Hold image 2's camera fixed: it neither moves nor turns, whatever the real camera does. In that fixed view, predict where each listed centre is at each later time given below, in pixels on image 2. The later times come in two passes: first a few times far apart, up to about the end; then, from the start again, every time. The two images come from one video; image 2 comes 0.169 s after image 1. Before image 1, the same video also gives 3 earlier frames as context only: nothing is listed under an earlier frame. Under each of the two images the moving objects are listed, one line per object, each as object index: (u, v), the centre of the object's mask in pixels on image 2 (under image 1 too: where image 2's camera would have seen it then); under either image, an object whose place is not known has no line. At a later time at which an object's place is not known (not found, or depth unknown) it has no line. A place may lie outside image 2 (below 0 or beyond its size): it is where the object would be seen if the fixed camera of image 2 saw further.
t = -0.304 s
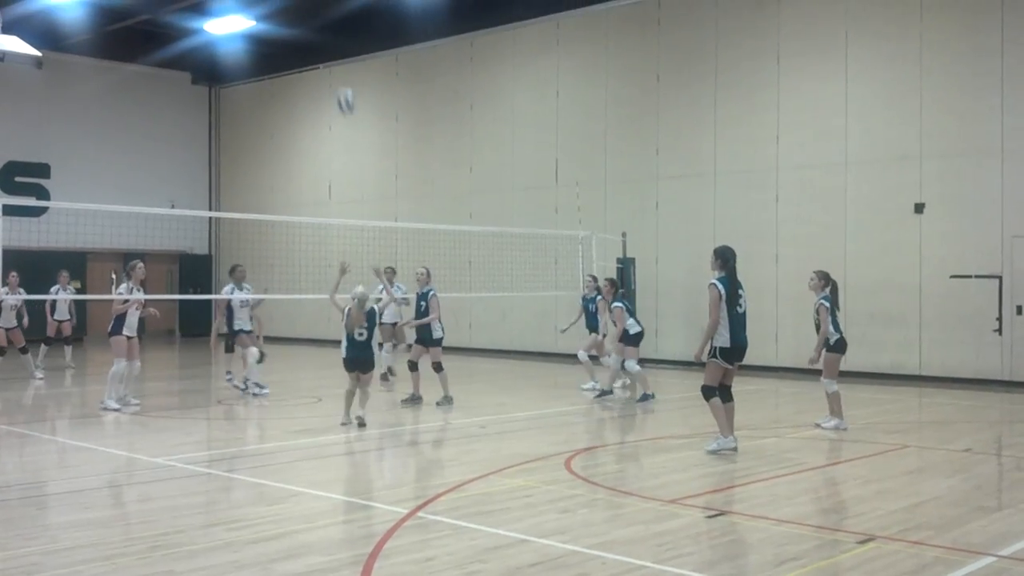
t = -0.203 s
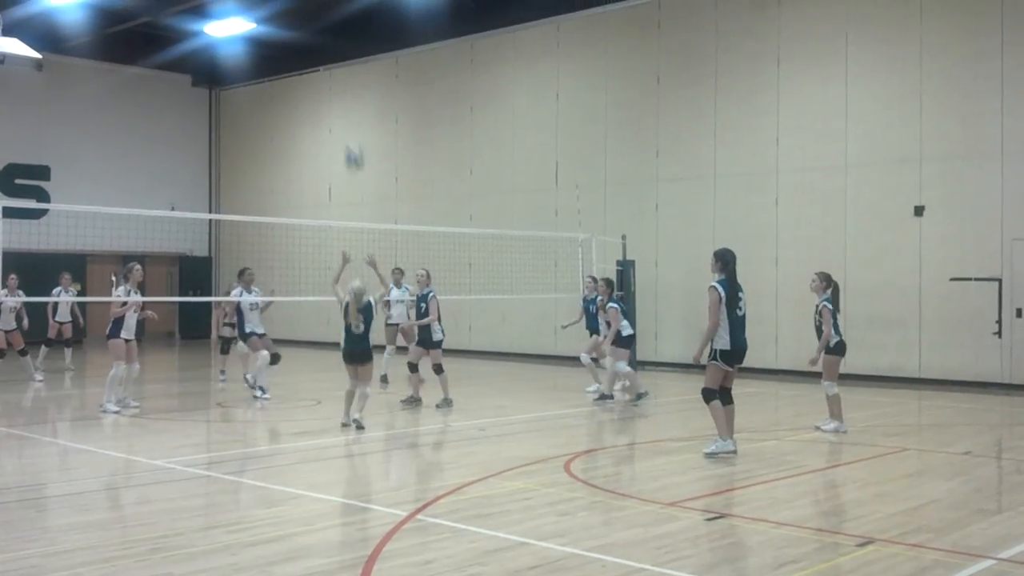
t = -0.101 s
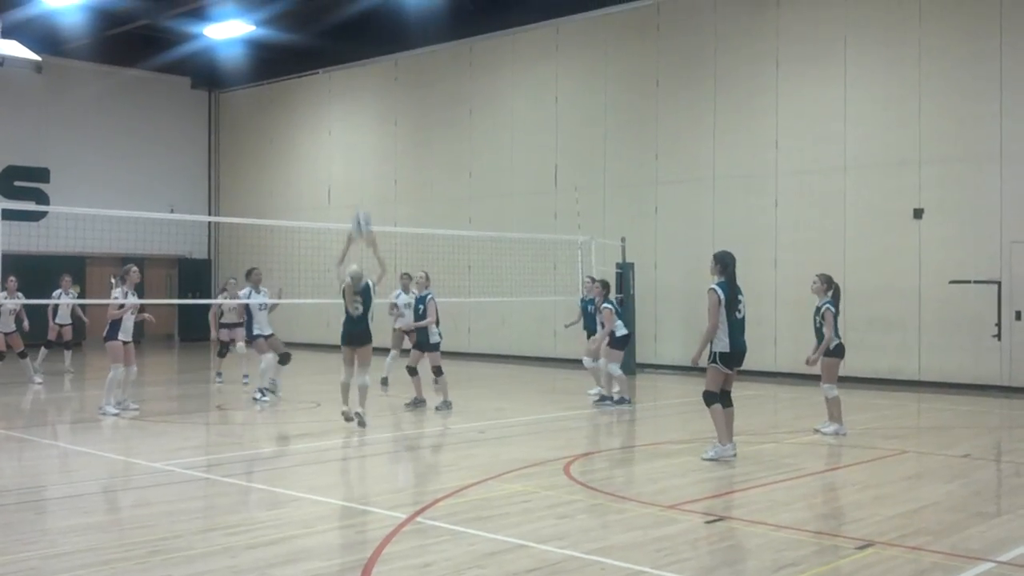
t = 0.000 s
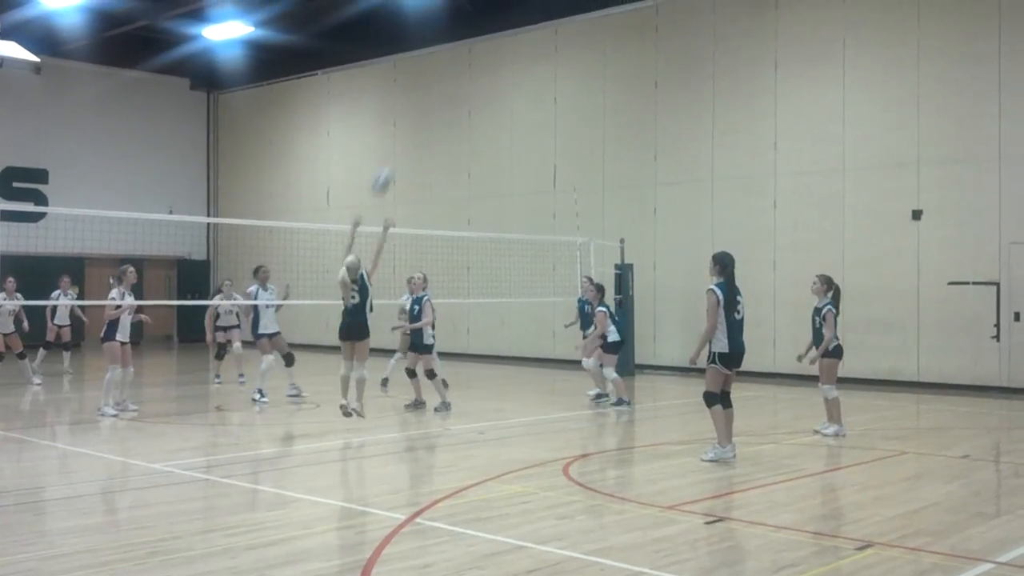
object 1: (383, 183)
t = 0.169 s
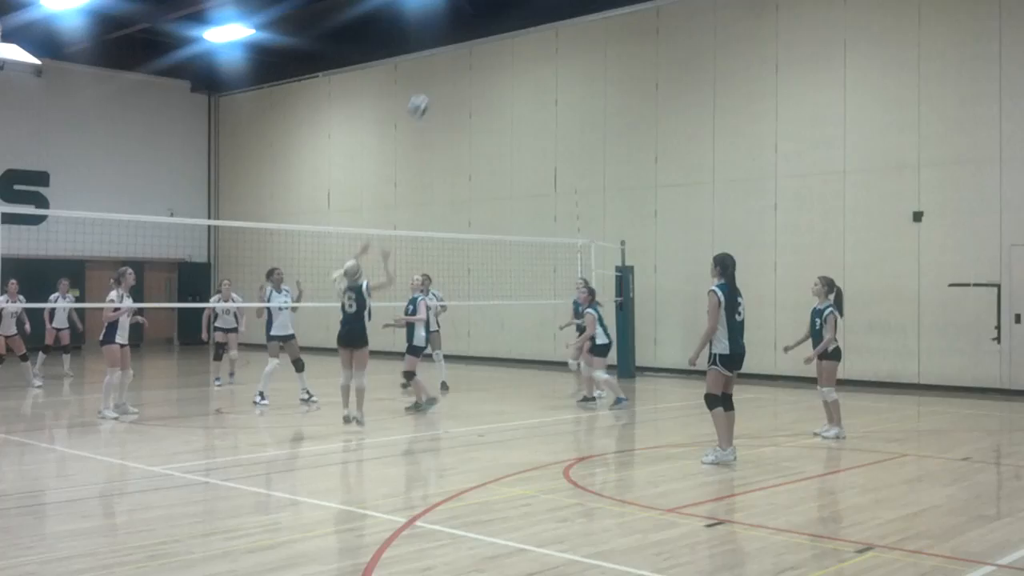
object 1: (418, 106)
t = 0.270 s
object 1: (437, 74)
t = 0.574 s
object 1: (489, 37)
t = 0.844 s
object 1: (528, 72)
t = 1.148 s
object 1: (566, 174)
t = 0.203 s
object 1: (425, 94)
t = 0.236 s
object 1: (432, 83)
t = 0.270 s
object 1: (437, 74)
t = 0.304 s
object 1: (443, 65)
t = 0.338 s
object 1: (449, 59)
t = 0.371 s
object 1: (455, 53)
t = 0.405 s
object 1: (461, 48)
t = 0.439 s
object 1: (466, 43)
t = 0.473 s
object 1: (472, 40)
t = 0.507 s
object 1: (478, 38)
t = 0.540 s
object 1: (483, 37)
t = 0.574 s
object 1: (489, 37)
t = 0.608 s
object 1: (494, 38)
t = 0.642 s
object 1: (499, 42)
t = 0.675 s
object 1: (503, 44)
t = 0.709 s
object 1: (509, 47)
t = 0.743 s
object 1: (513, 52)
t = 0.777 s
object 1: (519, 57)
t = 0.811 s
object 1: (523, 65)
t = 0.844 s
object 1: (528, 72)
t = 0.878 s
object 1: (533, 81)
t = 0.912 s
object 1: (537, 88)
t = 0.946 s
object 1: (541, 98)
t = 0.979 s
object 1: (546, 107)
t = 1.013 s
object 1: (551, 120)
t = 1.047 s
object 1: (554, 133)
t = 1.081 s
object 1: (558, 146)
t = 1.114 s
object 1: (562, 159)
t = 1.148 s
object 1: (566, 174)
